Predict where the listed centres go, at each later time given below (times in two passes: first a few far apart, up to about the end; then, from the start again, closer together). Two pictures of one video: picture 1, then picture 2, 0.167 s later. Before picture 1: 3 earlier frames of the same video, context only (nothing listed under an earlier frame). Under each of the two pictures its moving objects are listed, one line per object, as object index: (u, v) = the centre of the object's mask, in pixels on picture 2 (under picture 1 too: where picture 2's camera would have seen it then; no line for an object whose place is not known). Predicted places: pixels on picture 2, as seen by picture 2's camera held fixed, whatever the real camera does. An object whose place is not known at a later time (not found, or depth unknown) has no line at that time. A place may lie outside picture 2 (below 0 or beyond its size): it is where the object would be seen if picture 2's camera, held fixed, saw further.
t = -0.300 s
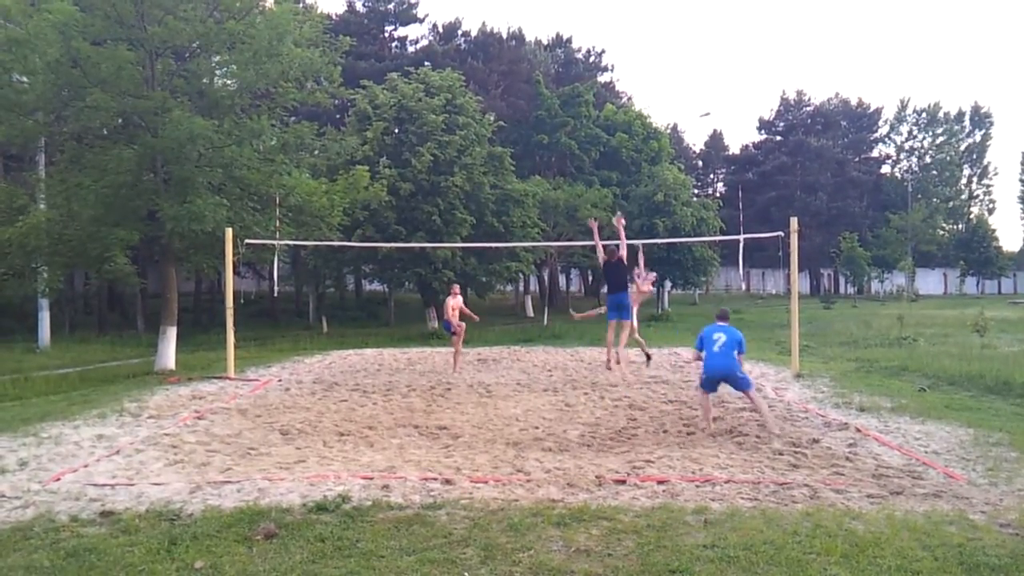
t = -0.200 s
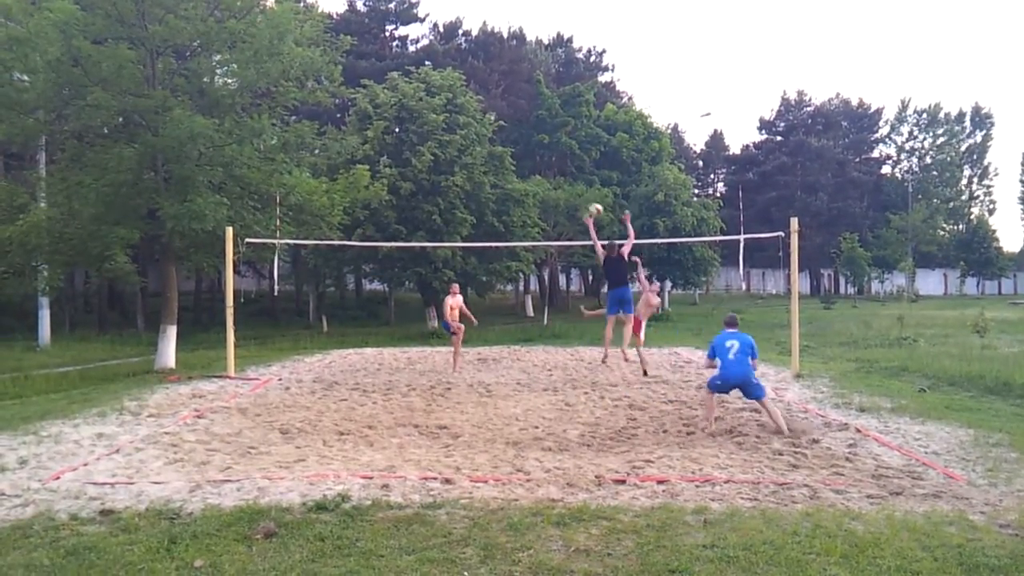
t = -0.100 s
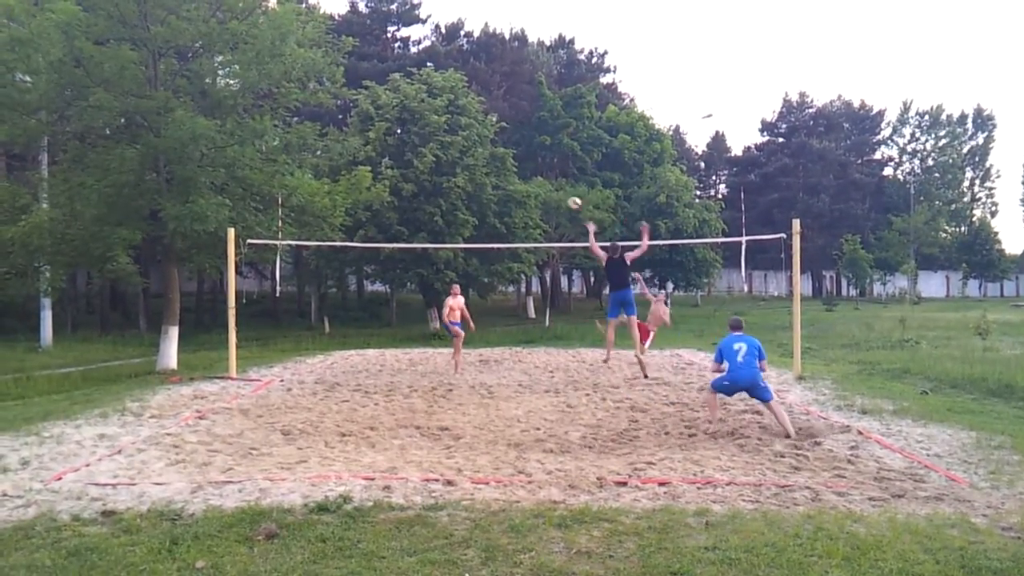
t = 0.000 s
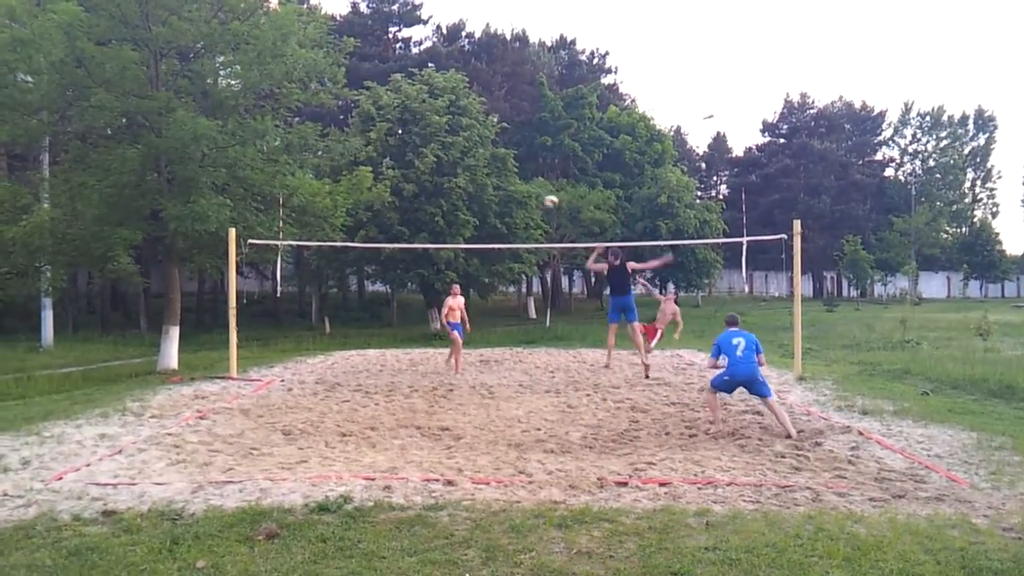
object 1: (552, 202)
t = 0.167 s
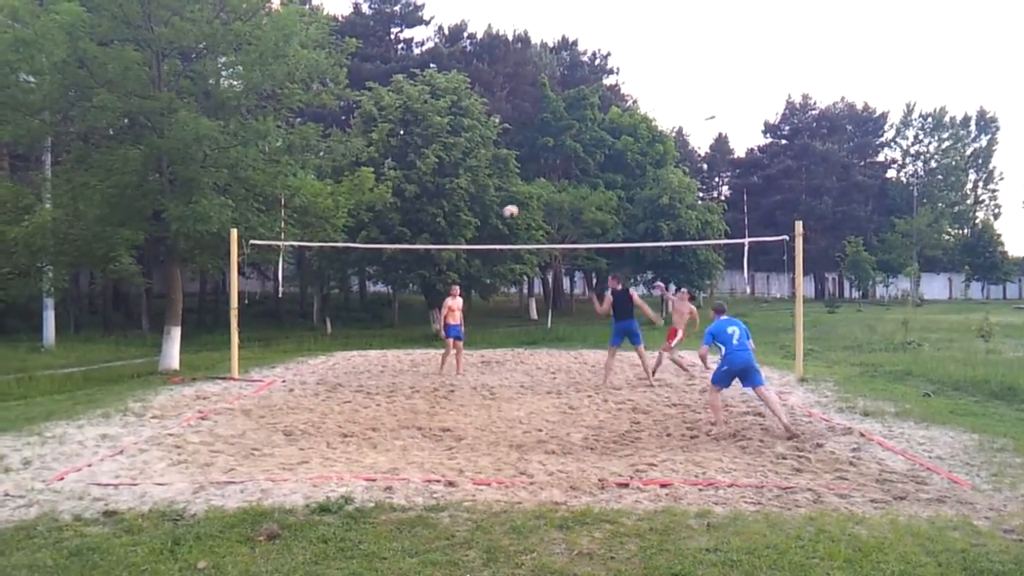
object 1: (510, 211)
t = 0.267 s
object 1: (484, 225)
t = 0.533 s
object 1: (413, 293)
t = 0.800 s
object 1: (338, 388)
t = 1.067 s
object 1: (271, 393)
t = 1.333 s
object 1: (218, 397)
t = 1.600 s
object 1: (175, 395)
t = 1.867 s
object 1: (137, 399)
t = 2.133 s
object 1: (108, 401)
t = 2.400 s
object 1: (82, 404)
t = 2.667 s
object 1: (58, 406)
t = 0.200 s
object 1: (502, 216)
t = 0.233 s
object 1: (493, 221)
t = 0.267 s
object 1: (484, 225)
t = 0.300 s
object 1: (475, 231)
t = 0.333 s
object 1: (467, 237)
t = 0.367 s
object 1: (458, 244)
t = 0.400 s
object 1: (448, 254)
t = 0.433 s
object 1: (441, 262)
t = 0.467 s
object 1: (431, 272)
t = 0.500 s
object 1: (422, 282)
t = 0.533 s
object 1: (413, 293)
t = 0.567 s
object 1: (404, 305)
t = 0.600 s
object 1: (395, 318)
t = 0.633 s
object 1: (386, 332)
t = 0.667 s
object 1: (378, 345)
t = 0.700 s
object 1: (368, 362)
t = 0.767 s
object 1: (349, 391)
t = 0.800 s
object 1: (338, 388)
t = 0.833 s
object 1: (334, 386)
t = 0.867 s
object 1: (324, 385)
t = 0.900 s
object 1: (315, 388)
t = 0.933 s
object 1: (306, 387)
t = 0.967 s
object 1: (296, 389)
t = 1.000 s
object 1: (288, 393)
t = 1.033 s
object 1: (280, 392)
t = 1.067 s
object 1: (271, 393)
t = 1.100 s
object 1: (268, 391)
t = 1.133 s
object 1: (260, 389)
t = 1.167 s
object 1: (250, 392)
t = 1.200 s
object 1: (245, 393)
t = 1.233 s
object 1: (238, 393)
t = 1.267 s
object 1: (231, 395)
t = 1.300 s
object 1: (226, 397)
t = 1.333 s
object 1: (218, 397)
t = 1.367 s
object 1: (210, 397)
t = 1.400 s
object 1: (203, 397)
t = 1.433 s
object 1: (199, 396)
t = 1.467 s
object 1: (194, 393)
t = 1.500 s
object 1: (188, 393)
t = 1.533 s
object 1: (182, 394)
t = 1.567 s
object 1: (179, 396)
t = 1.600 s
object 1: (175, 395)
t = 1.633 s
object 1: (166, 397)
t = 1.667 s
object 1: (163, 395)
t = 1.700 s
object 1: (157, 394)
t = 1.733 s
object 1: (154, 394)
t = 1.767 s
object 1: (150, 394)
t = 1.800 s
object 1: (146, 395)
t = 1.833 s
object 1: (142, 396)
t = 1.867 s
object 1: (137, 399)
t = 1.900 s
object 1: (133, 401)
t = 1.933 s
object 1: (130, 400)
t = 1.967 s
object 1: (126, 400)
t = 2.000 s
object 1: (121, 401)
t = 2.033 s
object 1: (118, 400)
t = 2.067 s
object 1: (115, 400)
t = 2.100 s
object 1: (111, 400)
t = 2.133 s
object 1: (108, 401)
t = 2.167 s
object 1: (105, 401)
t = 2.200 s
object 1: (102, 401)
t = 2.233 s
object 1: (99, 401)
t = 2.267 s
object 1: (95, 401)
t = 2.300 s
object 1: (91, 403)
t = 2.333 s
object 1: (88, 403)
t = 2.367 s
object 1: (85, 403)
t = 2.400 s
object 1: (82, 404)
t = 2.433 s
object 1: (79, 405)
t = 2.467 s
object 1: (75, 404)
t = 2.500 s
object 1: (72, 404)
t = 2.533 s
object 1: (69, 404)
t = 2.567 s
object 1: (66, 405)
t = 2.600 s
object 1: (63, 405)
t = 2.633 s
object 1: (61, 405)
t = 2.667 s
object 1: (58, 406)
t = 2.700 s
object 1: (55, 406)
